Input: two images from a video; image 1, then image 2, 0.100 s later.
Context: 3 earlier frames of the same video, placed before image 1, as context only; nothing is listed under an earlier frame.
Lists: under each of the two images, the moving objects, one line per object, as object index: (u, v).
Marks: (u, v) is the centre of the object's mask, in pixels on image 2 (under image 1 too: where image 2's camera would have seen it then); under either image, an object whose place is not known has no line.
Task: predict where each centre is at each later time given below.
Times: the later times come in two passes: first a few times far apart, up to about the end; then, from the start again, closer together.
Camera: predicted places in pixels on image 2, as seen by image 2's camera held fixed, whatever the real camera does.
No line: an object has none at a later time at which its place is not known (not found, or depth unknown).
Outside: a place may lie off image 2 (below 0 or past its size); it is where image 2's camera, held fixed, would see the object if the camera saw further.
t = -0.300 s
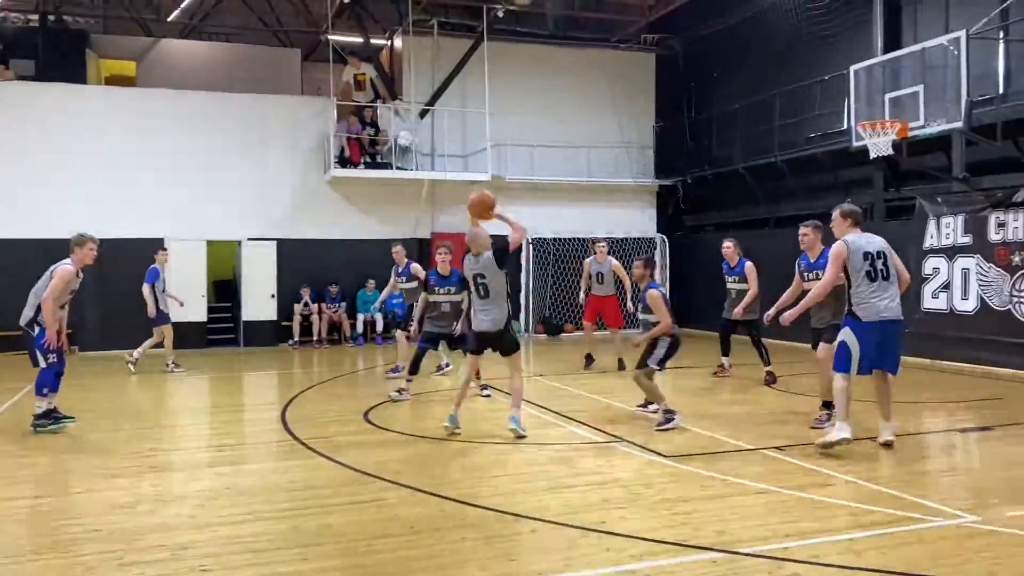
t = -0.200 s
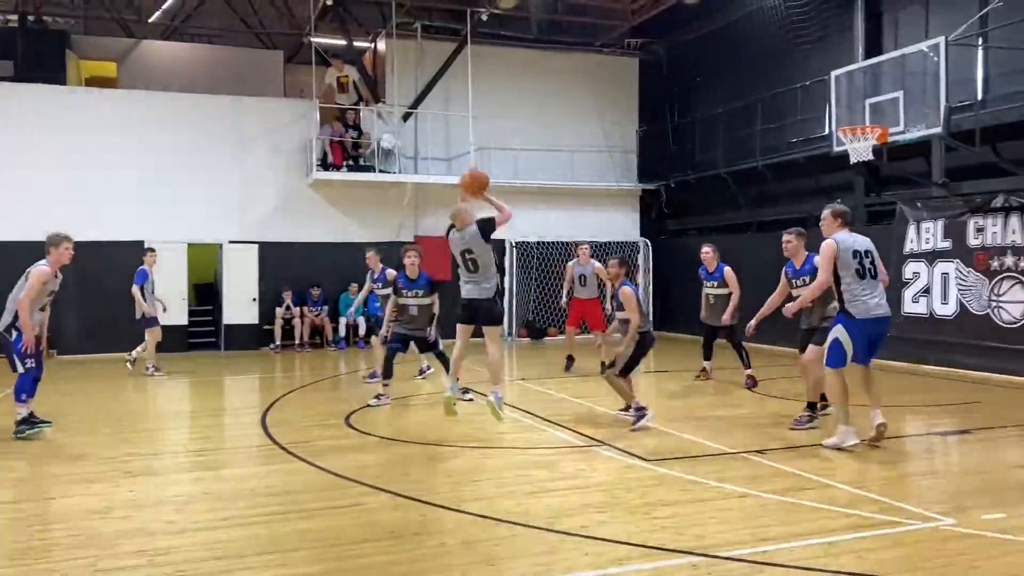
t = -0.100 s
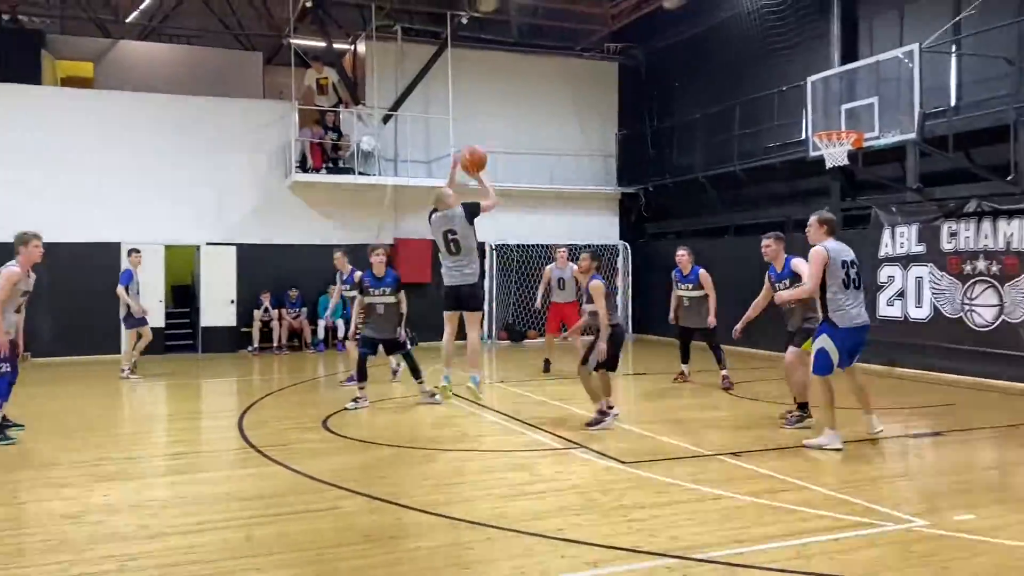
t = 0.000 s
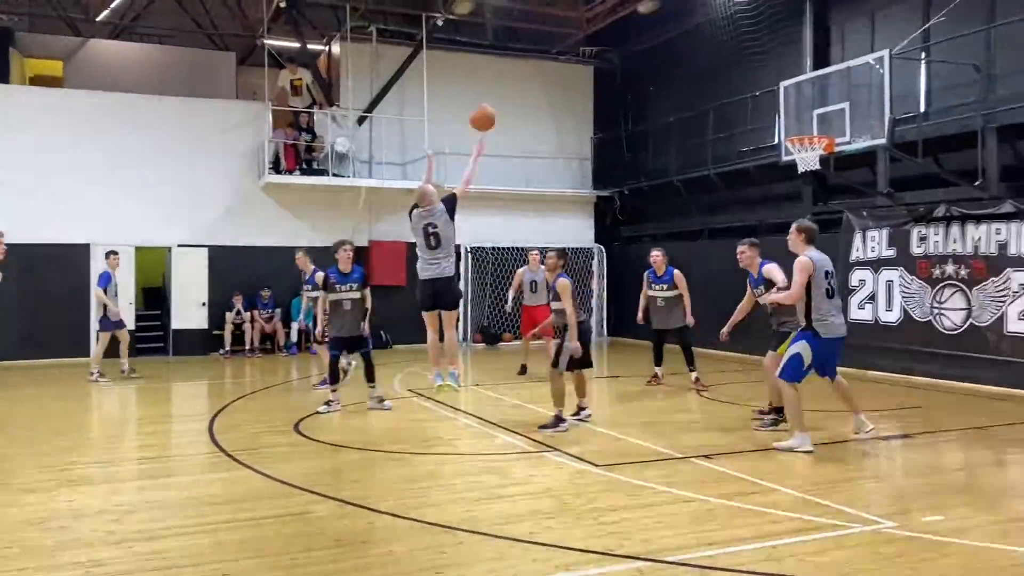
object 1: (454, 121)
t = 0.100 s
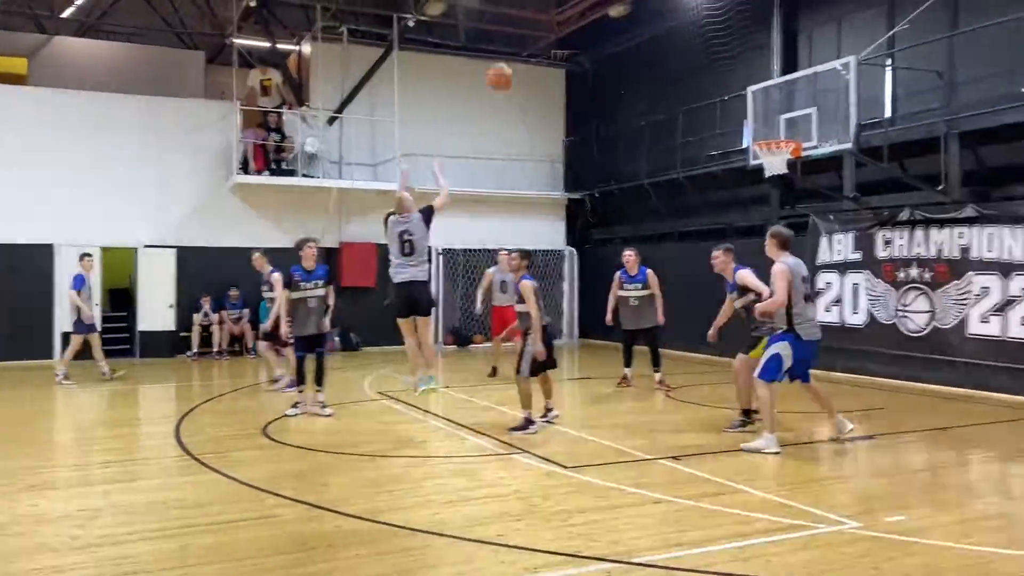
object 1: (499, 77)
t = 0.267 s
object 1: (569, 34)
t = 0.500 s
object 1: (654, 23)
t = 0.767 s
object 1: (738, 68)
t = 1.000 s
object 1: (788, 128)
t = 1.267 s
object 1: (756, 110)
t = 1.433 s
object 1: (735, 129)
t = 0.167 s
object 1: (528, 56)
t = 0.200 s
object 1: (543, 48)
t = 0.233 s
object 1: (556, 40)
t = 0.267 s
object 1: (569, 34)
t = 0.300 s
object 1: (582, 28)
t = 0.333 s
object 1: (594, 25)
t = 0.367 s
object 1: (607, 22)
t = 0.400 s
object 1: (619, 21)
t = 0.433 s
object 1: (631, 20)
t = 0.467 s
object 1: (642, 21)
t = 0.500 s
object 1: (654, 23)
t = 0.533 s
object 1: (665, 26)
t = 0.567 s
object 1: (676, 29)
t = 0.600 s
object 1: (687, 34)
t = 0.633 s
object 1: (698, 39)
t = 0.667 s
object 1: (708, 44)
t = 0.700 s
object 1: (718, 52)
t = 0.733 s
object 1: (728, 60)
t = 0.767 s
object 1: (738, 68)
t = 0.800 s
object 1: (747, 77)
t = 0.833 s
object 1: (757, 88)
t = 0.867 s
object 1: (765, 99)
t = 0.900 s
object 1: (774, 111)
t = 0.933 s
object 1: (784, 122)
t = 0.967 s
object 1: (792, 133)
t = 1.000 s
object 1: (788, 128)
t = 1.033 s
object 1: (785, 122)
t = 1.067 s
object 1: (781, 119)
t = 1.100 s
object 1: (777, 115)
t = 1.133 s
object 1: (773, 112)
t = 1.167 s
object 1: (769, 110)
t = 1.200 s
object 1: (764, 108)
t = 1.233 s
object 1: (760, 109)
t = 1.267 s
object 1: (756, 110)
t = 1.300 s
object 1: (751, 114)
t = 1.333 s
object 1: (748, 116)
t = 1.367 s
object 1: (745, 118)
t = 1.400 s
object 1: (739, 124)
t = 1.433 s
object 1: (735, 129)
